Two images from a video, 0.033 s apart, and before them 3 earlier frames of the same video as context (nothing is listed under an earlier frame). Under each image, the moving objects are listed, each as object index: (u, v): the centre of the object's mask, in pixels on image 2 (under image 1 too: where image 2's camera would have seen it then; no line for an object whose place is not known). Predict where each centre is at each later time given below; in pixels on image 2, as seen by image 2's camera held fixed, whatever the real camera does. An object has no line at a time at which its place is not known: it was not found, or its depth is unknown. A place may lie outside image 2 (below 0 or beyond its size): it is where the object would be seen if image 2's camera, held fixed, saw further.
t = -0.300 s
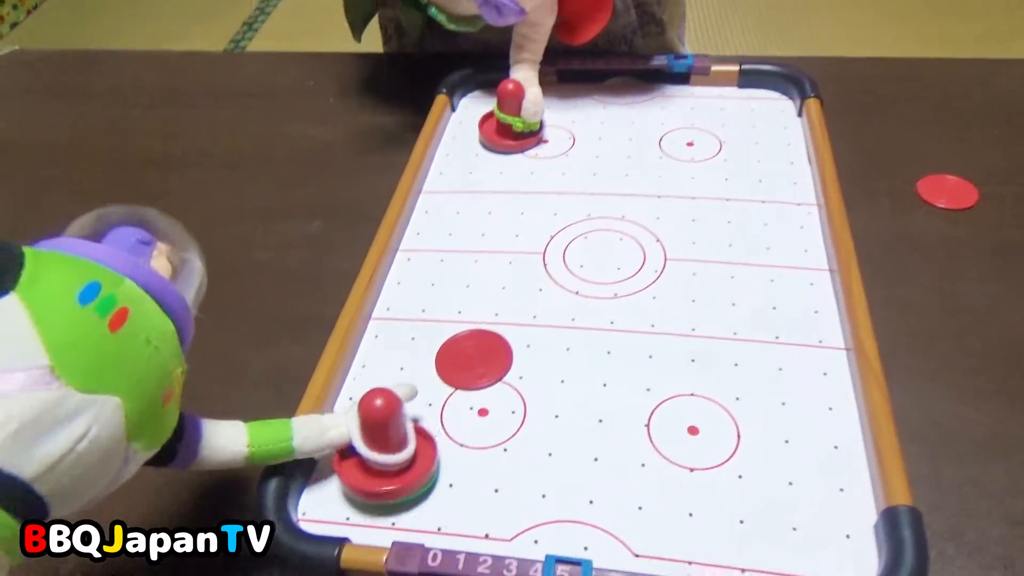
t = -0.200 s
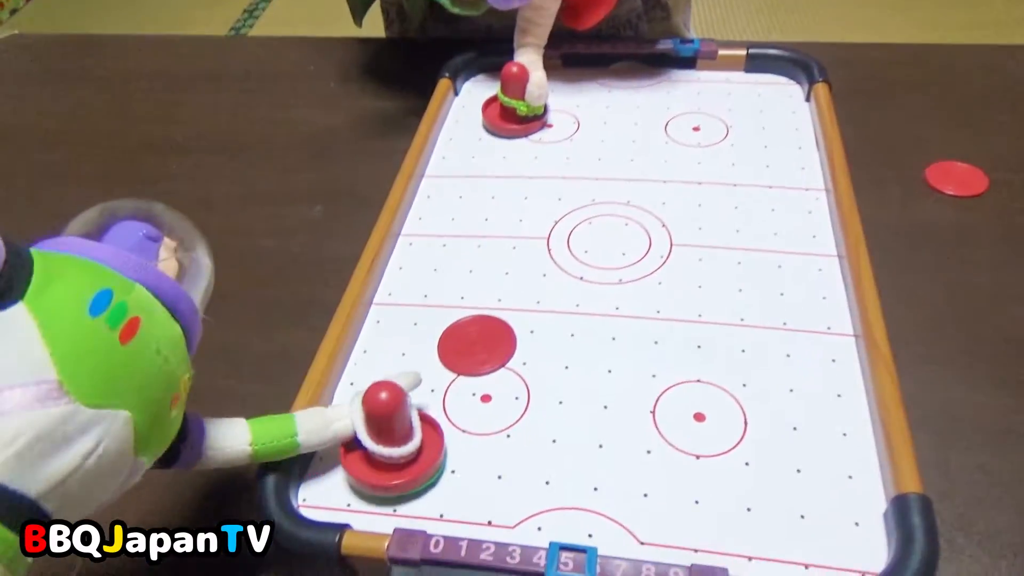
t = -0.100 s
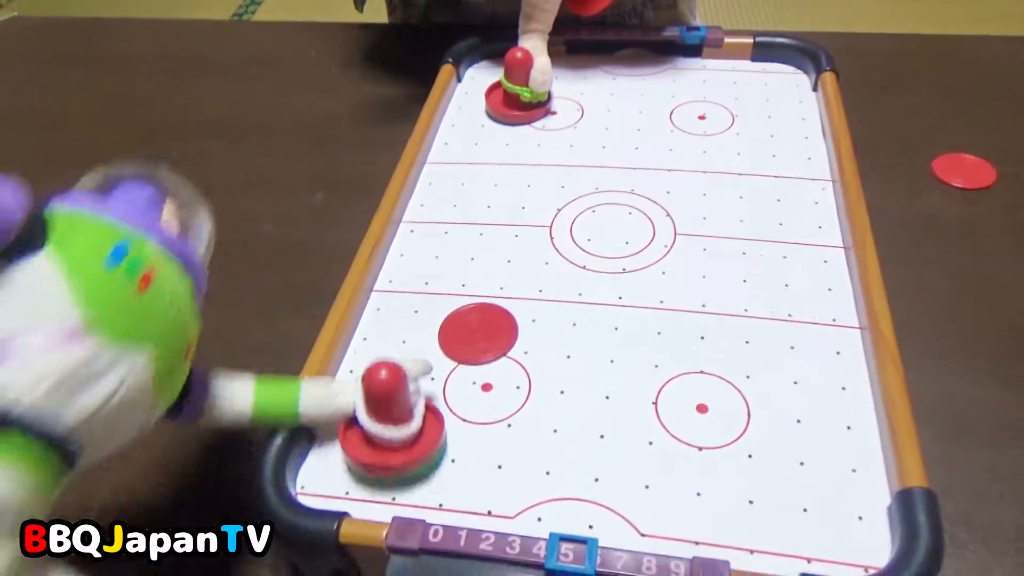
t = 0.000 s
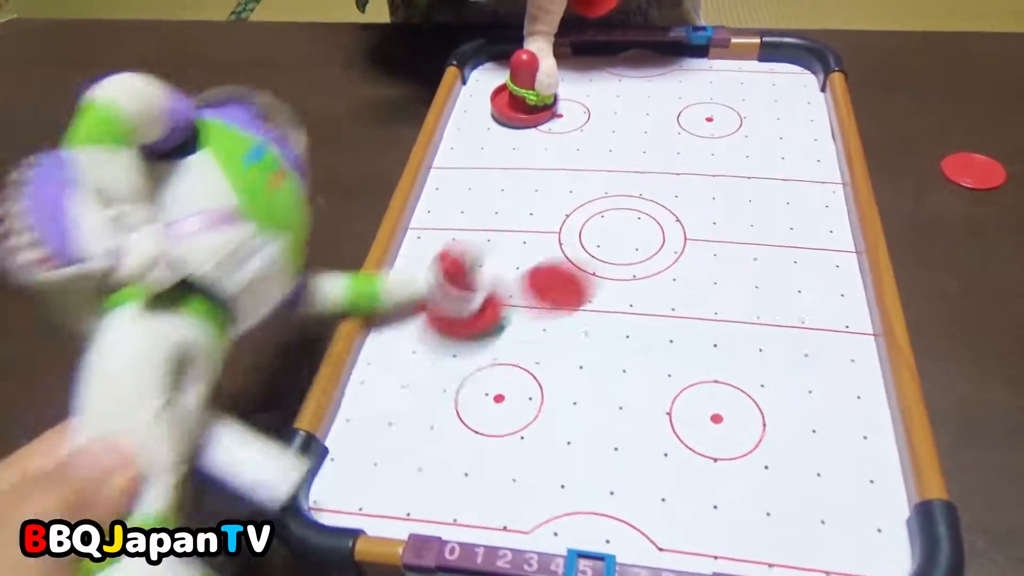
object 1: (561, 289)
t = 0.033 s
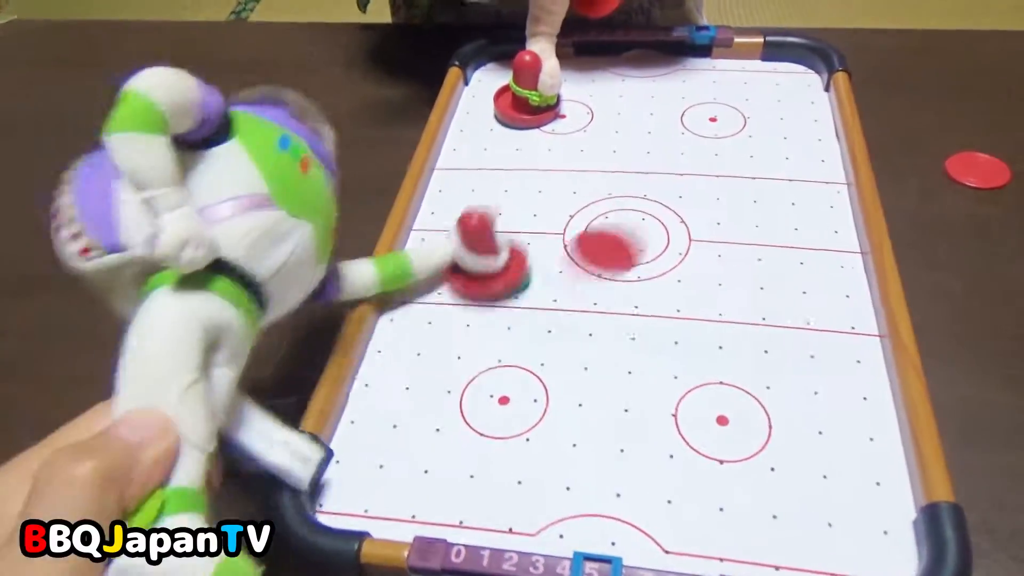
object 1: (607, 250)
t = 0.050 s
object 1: (626, 234)
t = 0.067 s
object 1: (644, 218)
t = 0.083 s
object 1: (661, 204)
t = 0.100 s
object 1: (676, 190)
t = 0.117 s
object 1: (692, 177)
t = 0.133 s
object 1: (707, 165)
